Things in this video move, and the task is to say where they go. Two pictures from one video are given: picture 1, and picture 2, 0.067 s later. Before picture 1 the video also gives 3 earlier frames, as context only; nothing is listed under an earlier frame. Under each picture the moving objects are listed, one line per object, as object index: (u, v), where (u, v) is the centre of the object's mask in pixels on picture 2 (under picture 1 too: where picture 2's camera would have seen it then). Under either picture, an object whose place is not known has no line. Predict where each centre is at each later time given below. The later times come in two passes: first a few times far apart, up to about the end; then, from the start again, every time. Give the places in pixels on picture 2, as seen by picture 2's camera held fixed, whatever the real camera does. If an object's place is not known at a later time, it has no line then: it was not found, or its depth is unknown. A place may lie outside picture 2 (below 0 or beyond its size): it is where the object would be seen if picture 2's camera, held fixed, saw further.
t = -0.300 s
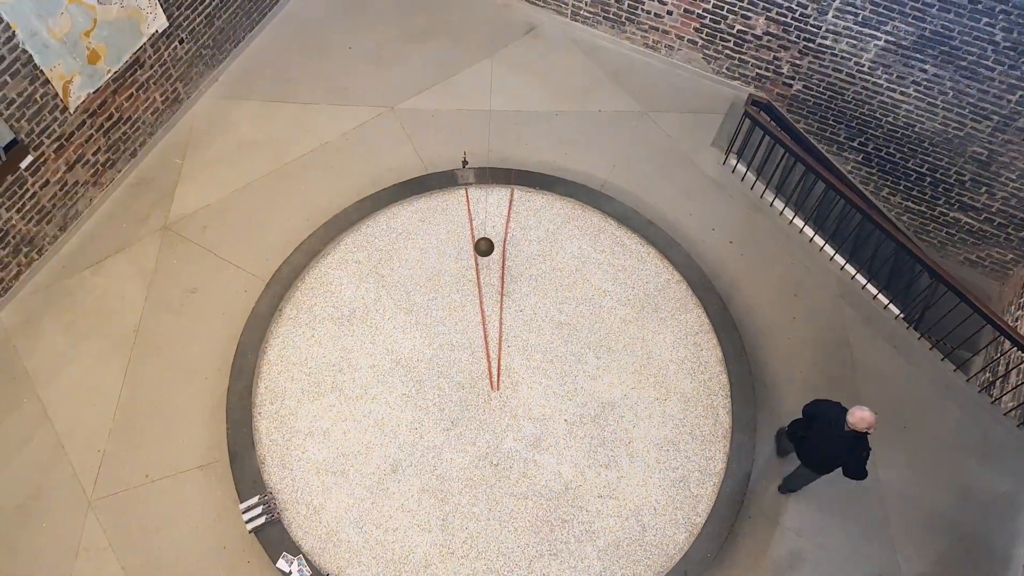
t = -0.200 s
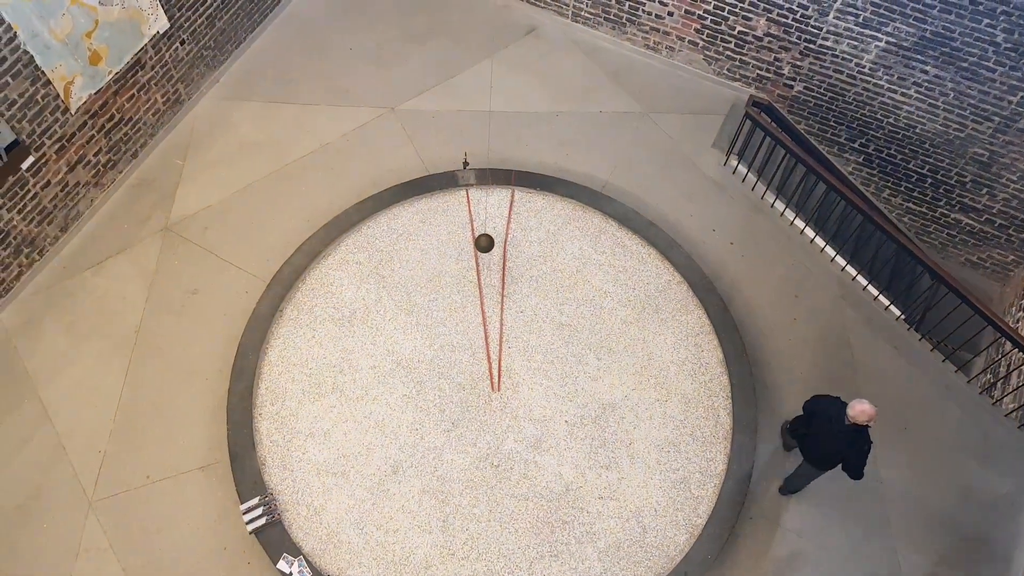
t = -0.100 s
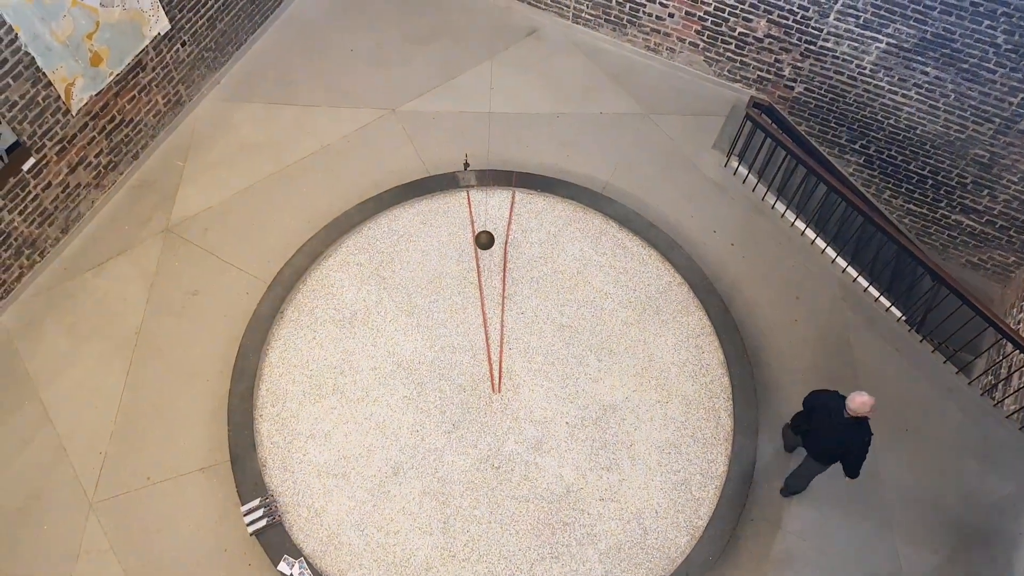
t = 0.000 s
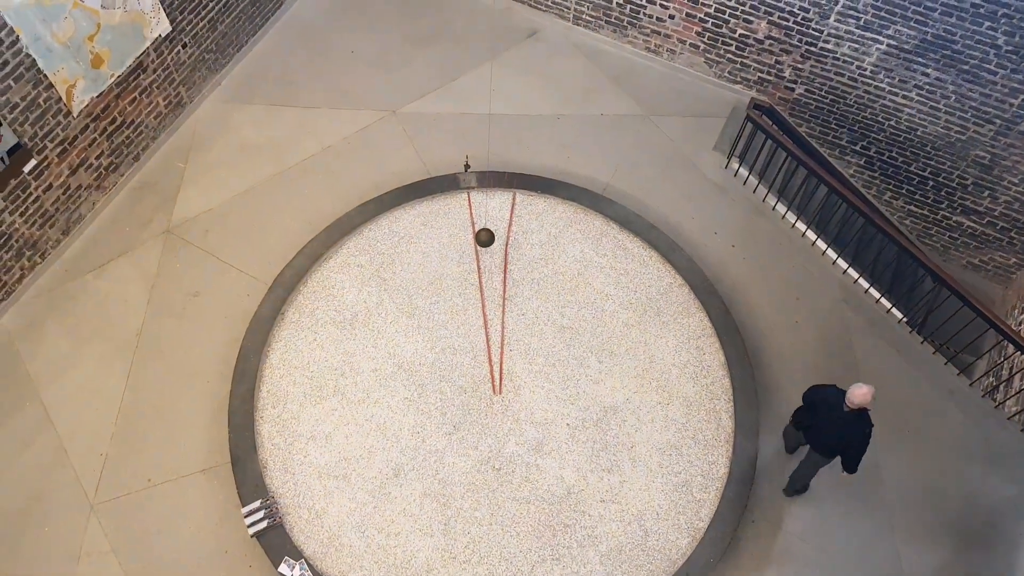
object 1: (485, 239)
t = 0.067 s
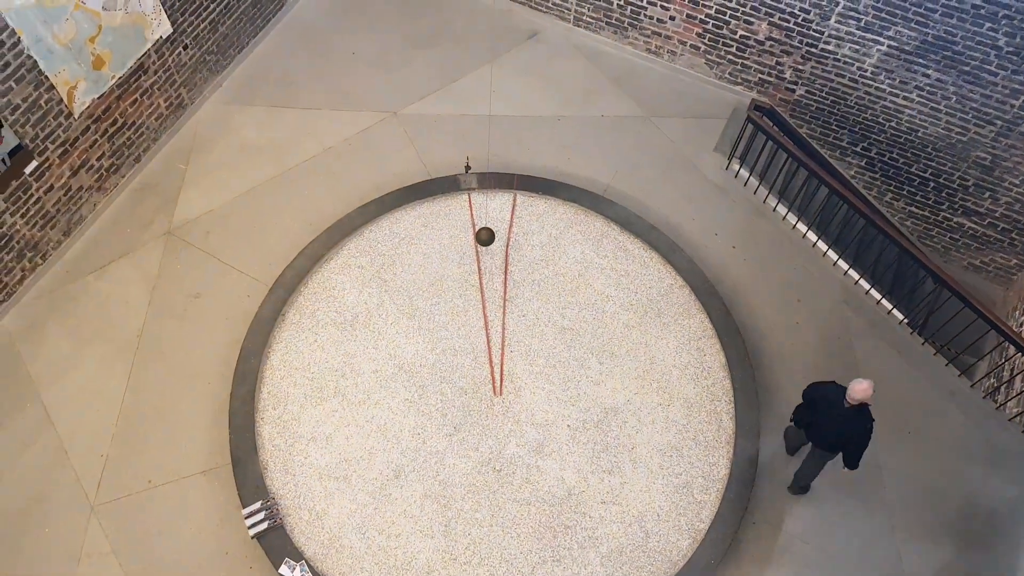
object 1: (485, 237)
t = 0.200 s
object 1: (485, 233)
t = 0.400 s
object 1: (484, 228)
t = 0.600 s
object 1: (483, 225)
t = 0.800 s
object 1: (483, 225)
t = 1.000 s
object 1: (482, 226)
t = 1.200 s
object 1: (482, 229)
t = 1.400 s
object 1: (482, 234)
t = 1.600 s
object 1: (482, 241)
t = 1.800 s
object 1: (483, 250)
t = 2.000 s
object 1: (483, 260)
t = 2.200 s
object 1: (484, 272)
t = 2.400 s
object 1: (484, 286)
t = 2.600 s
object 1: (485, 301)
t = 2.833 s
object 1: (486, 320)
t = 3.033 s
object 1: (487, 338)
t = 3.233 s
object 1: (489, 357)
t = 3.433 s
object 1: (490, 377)
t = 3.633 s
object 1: (491, 397)
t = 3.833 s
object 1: (493, 417)
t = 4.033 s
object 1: (495, 437)
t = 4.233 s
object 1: (496, 458)
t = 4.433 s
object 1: (498, 477)
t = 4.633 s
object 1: (500, 495)
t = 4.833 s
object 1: (501, 511)
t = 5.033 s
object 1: (503, 526)
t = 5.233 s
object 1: (505, 539)
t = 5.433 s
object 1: (505, 551)
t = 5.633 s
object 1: (507, 560)
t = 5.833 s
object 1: (508, 566)
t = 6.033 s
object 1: (508, 569)
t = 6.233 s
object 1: (509, 569)
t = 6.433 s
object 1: (509, 566)
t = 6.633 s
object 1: (510, 564)
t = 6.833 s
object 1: (511, 553)
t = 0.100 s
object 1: (485, 236)
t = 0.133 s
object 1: (485, 235)
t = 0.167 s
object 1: (485, 234)
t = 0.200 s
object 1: (485, 233)
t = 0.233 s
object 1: (484, 232)
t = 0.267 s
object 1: (484, 231)
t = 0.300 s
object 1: (484, 230)
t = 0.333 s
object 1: (484, 229)
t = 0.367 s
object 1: (484, 229)
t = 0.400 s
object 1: (484, 228)
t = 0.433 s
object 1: (484, 227)
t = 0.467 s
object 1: (484, 227)
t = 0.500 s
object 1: (484, 227)
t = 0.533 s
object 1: (483, 226)
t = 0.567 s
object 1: (483, 226)
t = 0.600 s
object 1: (483, 225)
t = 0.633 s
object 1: (483, 225)
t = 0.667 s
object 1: (483, 225)
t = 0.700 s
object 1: (483, 225)
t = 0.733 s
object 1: (483, 225)
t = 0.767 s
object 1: (483, 225)
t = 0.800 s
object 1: (483, 225)
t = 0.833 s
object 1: (483, 225)
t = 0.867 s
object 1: (483, 225)
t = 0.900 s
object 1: (483, 225)
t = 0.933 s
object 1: (483, 225)
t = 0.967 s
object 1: (483, 226)
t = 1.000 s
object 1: (482, 226)
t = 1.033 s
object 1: (483, 226)
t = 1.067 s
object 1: (482, 227)
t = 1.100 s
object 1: (482, 227)
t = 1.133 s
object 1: (482, 228)
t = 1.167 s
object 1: (482, 228)
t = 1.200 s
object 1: (482, 229)
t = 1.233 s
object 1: (482, 230)
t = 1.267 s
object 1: (482, 230)
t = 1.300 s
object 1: (482, 231)
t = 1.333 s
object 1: (482, 232)
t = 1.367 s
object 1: (482, 233)
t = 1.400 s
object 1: (482, 234)
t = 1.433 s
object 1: (482, 235)
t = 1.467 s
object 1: (482, 236)
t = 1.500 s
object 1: (482, 237)
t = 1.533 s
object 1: (482, 238)
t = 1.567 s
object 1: (482, 240)
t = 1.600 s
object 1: (482, 241)
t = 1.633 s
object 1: (482, 242)
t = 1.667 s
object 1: (482, 244)
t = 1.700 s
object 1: (482, 245)
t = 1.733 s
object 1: (482, 247)
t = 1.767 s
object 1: (482, 248)
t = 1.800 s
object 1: (483, 250)
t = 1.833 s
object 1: (483, 251)
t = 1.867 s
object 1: (483, 253)
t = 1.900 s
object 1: (483, 255)
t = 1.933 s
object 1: (483, 257)
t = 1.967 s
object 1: (483, 258)
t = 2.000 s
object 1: (483, 260)
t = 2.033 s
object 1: (483, 262)
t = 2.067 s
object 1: (483, 264)
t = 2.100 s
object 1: (483, 266)
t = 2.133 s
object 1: (483, 268)
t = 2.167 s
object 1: (483, 270)
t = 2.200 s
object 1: (484, 272)
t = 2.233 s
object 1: (484, 275)
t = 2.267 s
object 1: (484, 277)
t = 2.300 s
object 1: (484, 279)
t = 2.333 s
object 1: (484, 281)
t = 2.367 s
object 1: (484, 284)
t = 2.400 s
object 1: (484, 286)
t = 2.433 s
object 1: (484, 288)
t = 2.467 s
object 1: (484, 291)
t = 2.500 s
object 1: (485, 293)
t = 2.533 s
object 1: (485, 296)
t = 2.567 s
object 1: (485, 298)
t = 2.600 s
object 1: (485, 301)
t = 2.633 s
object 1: (485, 304)
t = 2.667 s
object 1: (485, 307)
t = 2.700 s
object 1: (486, 309)
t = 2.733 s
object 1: (486, 312)
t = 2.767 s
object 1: (486, 315)
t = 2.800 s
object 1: (486, 318)
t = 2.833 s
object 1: (486, 320)
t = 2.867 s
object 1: (486, 323)
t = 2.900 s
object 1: (487, 326)
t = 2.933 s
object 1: (487, 329)
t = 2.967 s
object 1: (487, 332)
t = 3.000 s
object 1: (487, 335)
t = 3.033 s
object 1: (487, 338)
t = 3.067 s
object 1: (488, 341)
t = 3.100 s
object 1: (488, 345)
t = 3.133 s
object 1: (488, 348)
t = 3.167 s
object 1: (488, 351)
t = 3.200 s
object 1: (488, 354)
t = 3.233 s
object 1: (489, 357)
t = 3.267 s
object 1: (489, 360)
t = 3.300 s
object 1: (489, 364)
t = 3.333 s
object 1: (489, 367)
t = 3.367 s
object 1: (489, 370)
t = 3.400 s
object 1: (490, 373)
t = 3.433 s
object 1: (490, 377)
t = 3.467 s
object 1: (490, 380)
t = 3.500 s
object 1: (490, 383)
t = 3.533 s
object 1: (490, 387)
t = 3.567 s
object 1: (491, 390)
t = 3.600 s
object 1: (491, 393)
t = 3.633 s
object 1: (491, 397)
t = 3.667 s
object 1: (492, 400)
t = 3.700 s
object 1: (492, 404)
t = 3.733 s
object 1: (492, 407)
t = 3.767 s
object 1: (492, 410)
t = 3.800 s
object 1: (493, 414)
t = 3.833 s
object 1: (493, 417)
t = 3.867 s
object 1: (493, 420)
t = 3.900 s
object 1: (493, 424)
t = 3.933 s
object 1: (494, 427)
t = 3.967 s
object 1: (494, 431)
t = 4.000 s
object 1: (494, 434)
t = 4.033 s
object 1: (495, 437)
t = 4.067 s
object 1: (495, 441)
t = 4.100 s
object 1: (495, 444)
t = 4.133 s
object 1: (495, 448)
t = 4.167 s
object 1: (496, 451)
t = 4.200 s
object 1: (496, 454)
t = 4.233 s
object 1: (496, 458)
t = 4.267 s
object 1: (497, 461)
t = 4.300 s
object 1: (497, 464)
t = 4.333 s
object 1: (497, 467)
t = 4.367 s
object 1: (498, 471)
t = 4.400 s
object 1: (498, 474)
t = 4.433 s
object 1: (498, 477)
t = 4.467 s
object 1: (498, 480)
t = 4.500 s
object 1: (498, 483)
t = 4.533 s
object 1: (499, 486)
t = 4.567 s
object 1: (499, 489)
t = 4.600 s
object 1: (499, 492)
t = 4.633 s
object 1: (500, 495)
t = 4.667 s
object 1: (500, 497)
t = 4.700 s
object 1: (500, 500)
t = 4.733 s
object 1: (501, 503)
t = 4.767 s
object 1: (501, 506)
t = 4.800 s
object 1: (501, 508)
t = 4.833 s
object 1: (501, 511)
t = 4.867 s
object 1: (502, 513)
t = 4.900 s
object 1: (502, 516)
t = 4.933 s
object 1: (502, 518)
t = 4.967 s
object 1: (502, 521)
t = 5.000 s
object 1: (502, 524)
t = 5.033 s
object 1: (503, 526)
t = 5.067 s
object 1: (503, 528)
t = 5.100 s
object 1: (503, 531)
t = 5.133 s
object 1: (504, 533)
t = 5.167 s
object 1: (504, 535)
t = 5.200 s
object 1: (504, 537)
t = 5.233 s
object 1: (505, 539)
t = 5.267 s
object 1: (505, 541)
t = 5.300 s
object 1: (505, 543)
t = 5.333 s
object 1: (505, 545)
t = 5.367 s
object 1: (505, 547)
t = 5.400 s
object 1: (506, 548)
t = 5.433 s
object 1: (505, 551)
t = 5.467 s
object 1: (506, 552)
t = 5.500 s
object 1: (506, 554)
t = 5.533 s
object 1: (506, 556)
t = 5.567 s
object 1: (506, 557)
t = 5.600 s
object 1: (506, 559)
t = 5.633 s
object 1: (507, 560)
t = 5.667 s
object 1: (507, 561)
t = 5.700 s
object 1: (507, 562)
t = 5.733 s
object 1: (507, 563)
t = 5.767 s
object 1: (507, 564)
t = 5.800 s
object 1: (508, 565)
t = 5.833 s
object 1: (508, 566)
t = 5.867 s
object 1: (508, 567)
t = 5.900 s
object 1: (508, 567)
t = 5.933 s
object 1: (508, 568)
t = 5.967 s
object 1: (508, 568)
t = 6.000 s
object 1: (508, 569)
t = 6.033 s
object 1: (508, 569)
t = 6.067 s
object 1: (508, 569)
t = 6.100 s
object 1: (509, 569)
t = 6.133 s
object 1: (509, 569)
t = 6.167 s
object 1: (509, 569)
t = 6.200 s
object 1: (509, 569)
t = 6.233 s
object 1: (509, 569)
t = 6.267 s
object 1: (509, 568)
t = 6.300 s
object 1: (509, 568)
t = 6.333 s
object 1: (509, 568)
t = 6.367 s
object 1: (509, 567)
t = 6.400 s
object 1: (509, 567)
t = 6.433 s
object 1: (509, 566)
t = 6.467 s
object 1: (509, 566)
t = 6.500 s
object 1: (509, 565)
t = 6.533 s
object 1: (509, 565)
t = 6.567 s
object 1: (509, 564)
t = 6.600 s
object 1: (509, 564)
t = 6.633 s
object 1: (510, 564)
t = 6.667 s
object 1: (510, 565)
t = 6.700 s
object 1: (510, 565)
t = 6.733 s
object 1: (510, 563)
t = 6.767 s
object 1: (510, 562)
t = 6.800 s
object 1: (511, 563)
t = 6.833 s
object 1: (511, 553)
